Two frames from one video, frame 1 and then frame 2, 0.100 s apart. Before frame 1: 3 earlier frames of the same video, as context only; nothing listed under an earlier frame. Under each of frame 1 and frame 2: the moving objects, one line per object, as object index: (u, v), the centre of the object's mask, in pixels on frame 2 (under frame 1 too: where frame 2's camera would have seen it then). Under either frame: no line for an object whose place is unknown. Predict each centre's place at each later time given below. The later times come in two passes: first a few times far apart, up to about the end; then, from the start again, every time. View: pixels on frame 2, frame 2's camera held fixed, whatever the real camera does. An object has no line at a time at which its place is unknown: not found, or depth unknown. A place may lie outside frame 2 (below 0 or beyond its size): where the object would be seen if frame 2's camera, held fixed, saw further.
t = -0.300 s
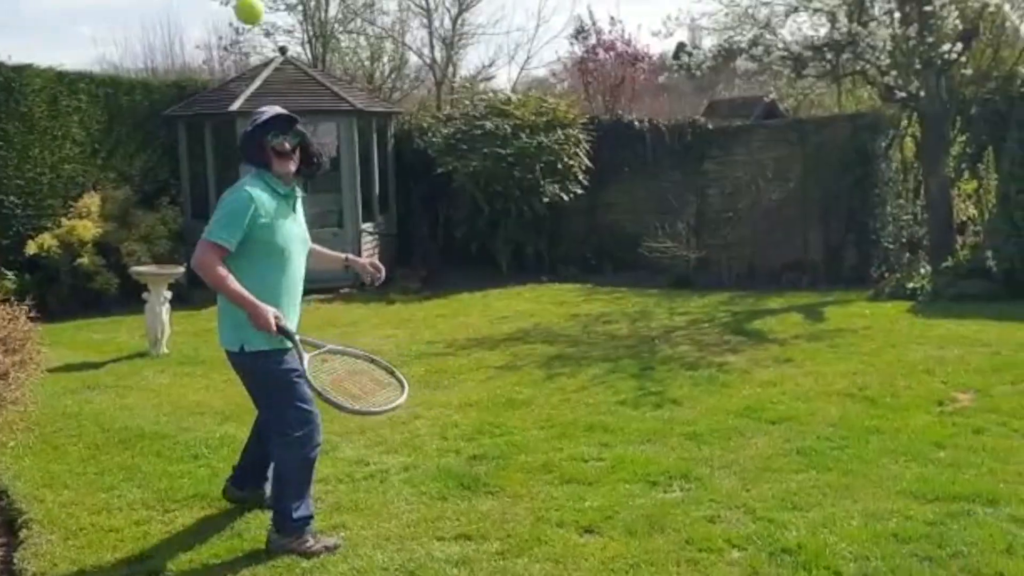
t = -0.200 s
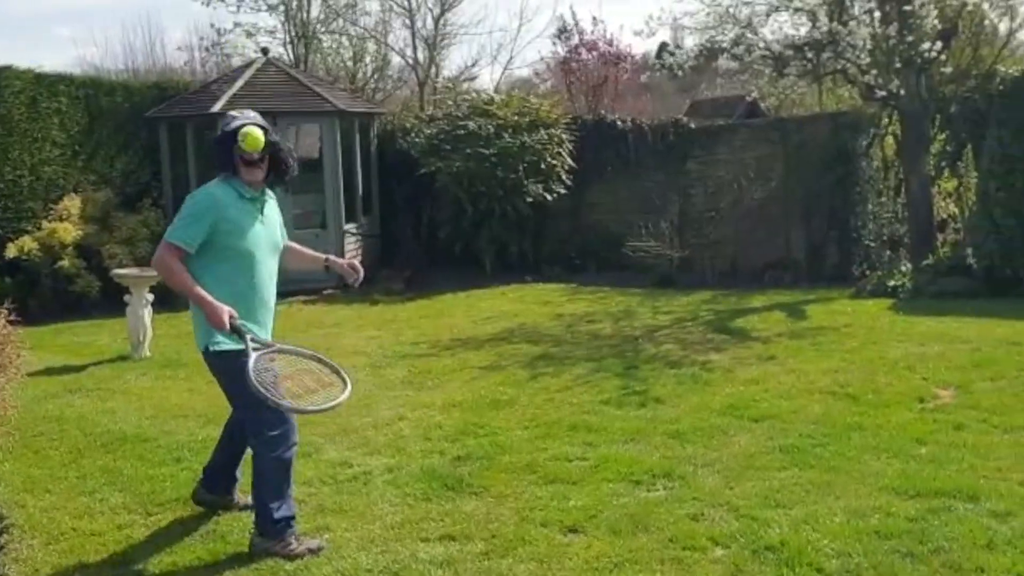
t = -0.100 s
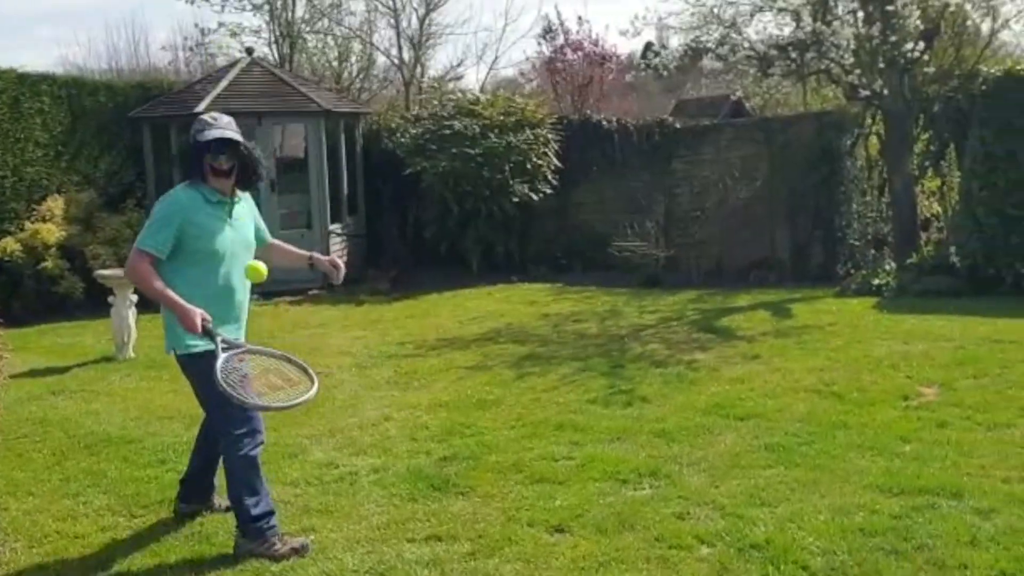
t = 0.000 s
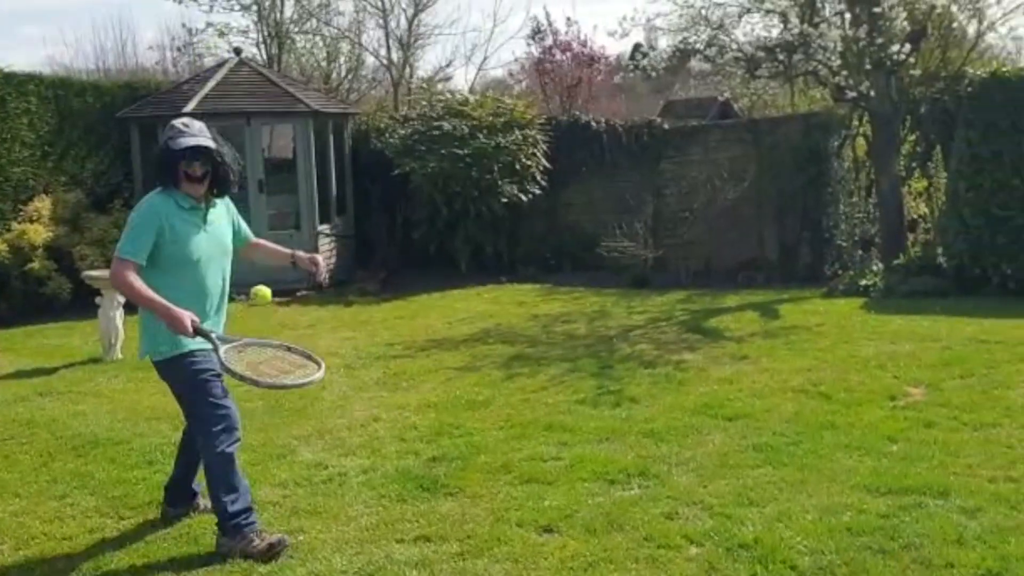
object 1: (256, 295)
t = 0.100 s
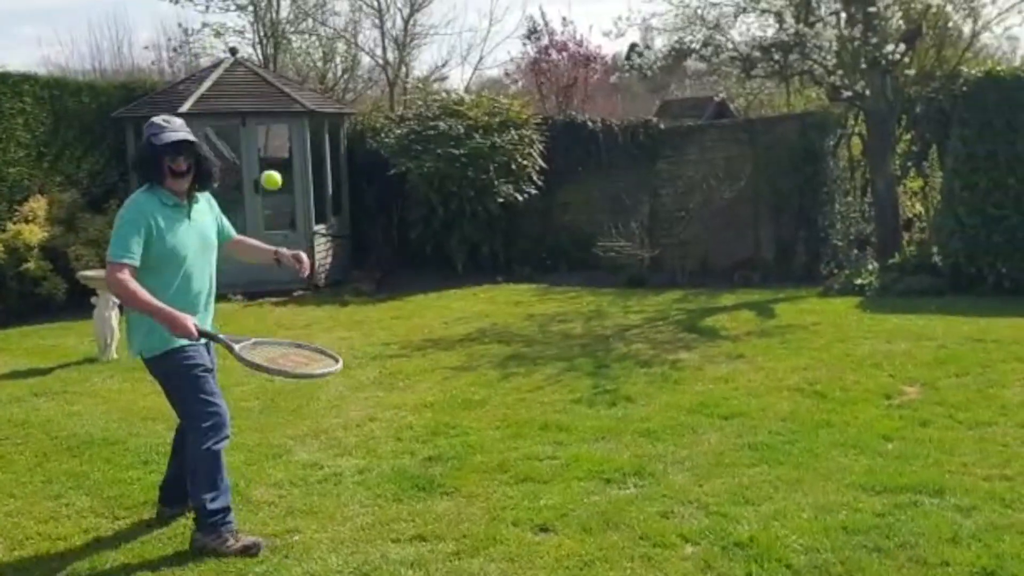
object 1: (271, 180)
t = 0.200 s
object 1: (288, 95)
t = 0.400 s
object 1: (323, 16)
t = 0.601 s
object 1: (368, 53)
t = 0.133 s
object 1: (277, 148)
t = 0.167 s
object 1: (282, 119)
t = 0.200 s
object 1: (288, 95)
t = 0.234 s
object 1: (293, 72)
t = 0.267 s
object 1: (299, 54)
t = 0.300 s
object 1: (306, 39)
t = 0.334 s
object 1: (311, 27)
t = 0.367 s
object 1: (317, 21)
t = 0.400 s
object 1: (323, 16)
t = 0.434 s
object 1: (331, 14)
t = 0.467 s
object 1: (338, 16)
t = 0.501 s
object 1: (345, 21)
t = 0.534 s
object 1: (354, 29)
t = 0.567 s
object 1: (361, 40)
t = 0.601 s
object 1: (368, 53)
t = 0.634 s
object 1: (376, 68)
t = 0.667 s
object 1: (383, 87)
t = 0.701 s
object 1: (390, 108)
